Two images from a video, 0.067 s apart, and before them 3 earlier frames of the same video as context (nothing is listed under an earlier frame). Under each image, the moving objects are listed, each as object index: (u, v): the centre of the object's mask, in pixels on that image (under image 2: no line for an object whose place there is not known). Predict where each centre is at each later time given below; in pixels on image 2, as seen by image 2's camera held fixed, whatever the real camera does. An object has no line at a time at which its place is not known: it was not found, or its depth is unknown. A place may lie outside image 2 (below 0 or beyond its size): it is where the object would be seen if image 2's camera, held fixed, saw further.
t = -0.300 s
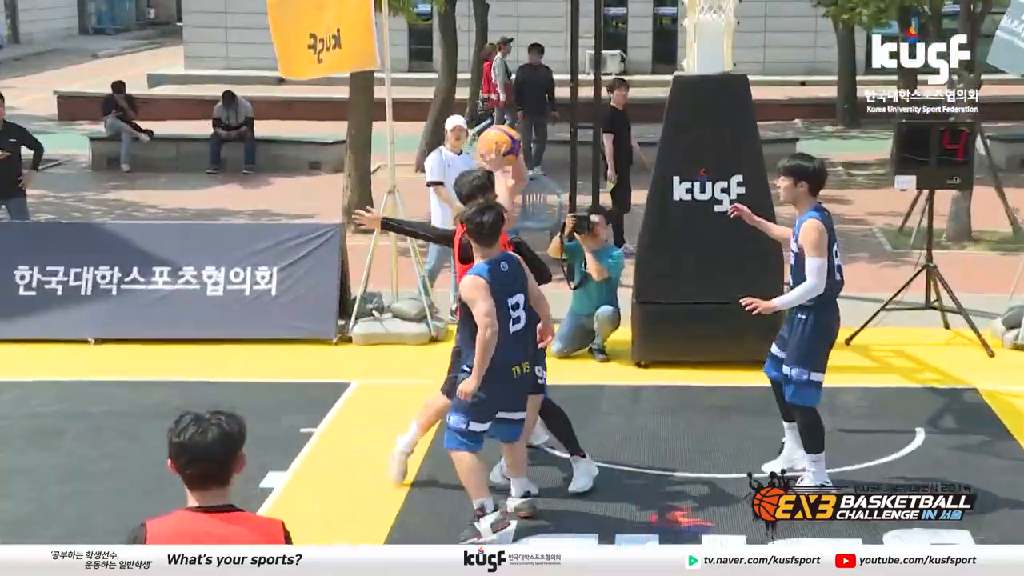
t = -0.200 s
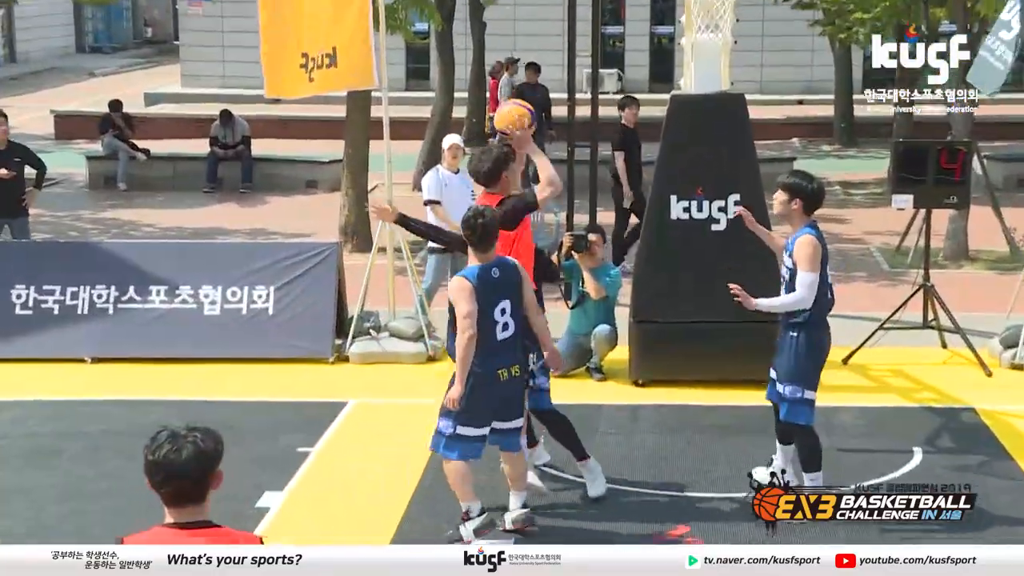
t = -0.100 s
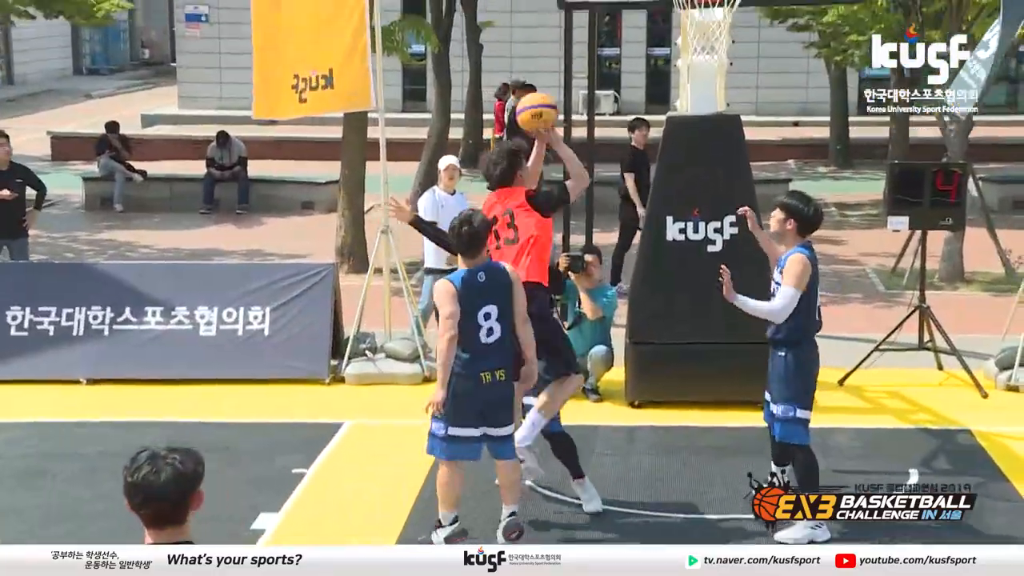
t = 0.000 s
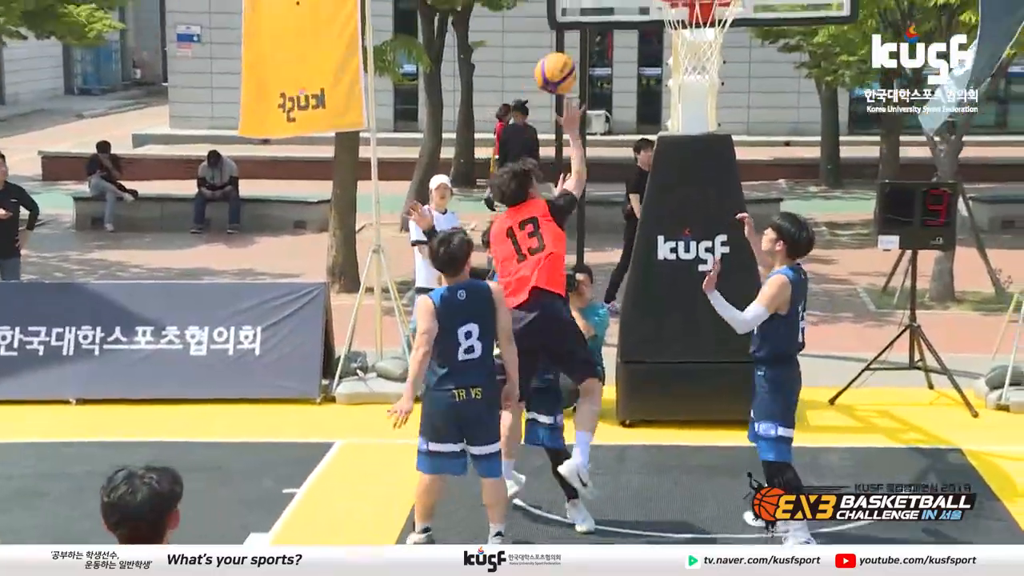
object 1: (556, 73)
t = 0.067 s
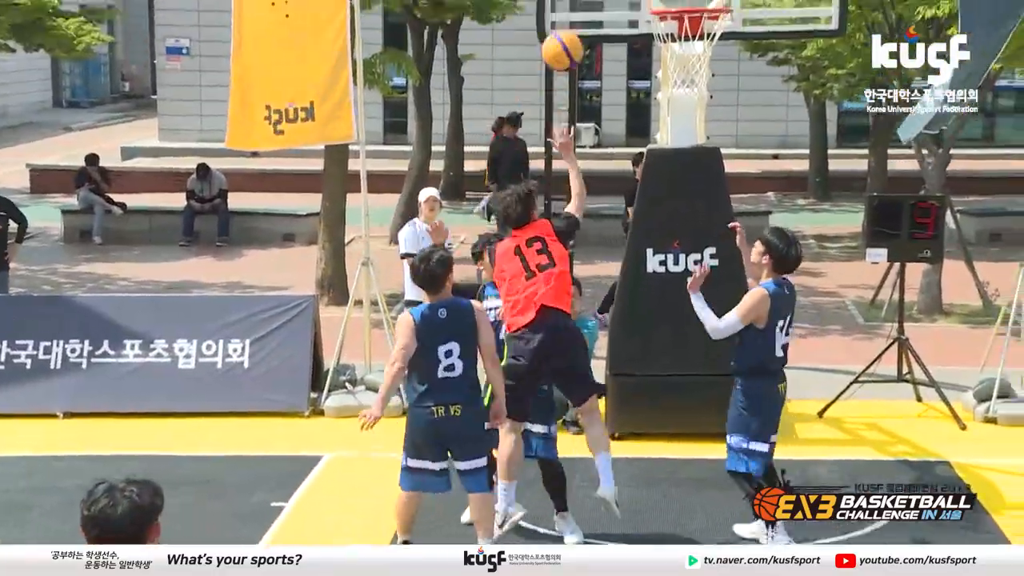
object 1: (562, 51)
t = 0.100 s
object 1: (571, 35)
